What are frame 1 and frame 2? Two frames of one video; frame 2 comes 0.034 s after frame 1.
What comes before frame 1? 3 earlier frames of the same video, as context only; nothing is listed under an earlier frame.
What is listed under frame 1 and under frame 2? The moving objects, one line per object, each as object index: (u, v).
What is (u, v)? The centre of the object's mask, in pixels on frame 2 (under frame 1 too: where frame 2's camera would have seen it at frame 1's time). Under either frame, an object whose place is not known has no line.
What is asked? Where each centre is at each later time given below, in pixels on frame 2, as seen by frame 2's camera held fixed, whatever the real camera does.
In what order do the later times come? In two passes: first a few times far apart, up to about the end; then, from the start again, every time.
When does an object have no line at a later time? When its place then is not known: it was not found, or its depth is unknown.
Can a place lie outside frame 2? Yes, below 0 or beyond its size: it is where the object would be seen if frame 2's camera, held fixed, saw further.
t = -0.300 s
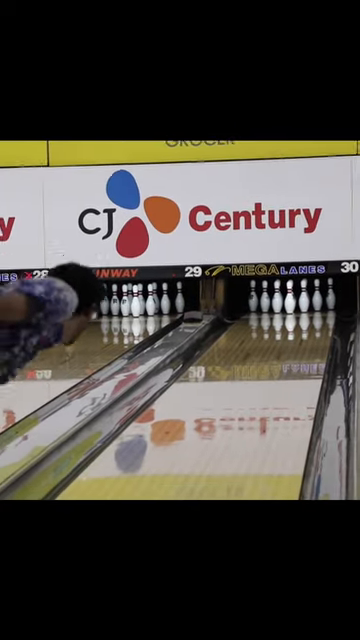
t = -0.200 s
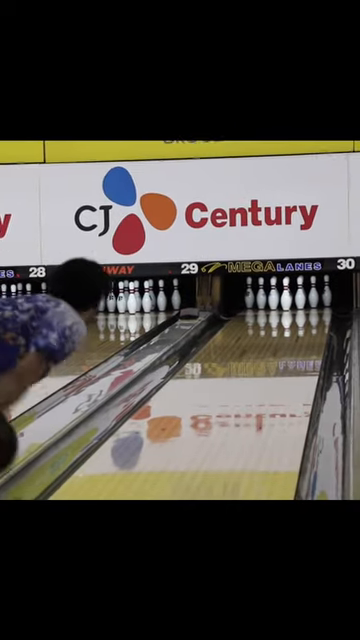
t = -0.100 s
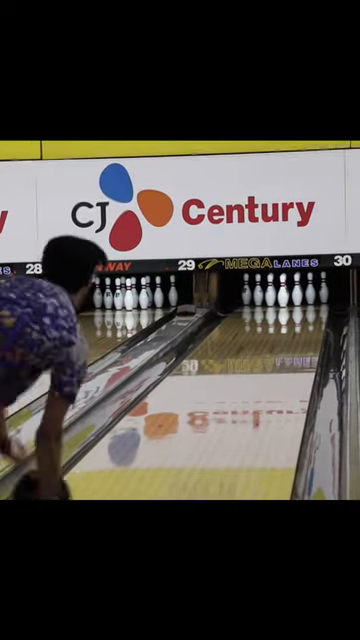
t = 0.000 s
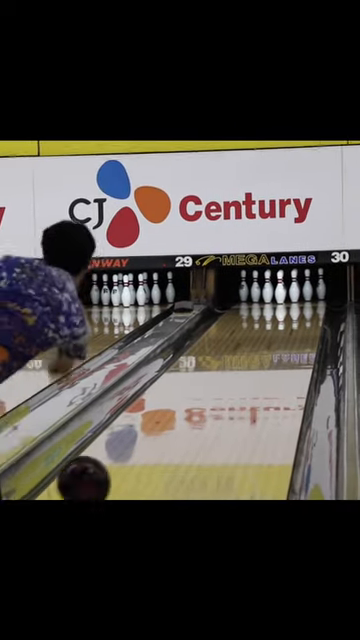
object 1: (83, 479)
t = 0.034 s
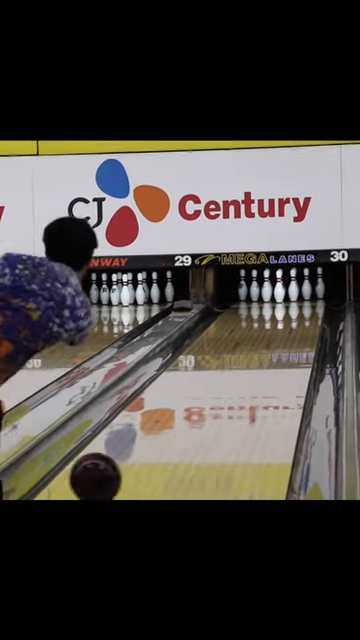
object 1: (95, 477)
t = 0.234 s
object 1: (155, 435)
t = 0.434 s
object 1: (198, 401)
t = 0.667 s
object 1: (235, 372)
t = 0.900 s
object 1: (263, 351)
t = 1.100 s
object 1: (281, 336)
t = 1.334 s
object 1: (295, 321)
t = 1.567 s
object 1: (302, 310)
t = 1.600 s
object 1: (302, 309)
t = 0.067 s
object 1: (107, 472)
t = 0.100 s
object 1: (119, 459)
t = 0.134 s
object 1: (127, 454)
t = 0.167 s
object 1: (137, 448)
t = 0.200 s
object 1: (146, 441)
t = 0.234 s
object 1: (155, 435)
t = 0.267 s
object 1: (163, 429)
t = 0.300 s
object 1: (171, 422)
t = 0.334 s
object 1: (178, 416)
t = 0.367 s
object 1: (185, 411)
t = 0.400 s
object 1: (192, 406)
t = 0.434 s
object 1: (198, 401)
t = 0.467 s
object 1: (204, 396)
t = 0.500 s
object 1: (210, 391)
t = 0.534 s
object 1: (216, 387)
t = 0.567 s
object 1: (221, 383)
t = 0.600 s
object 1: (226, 380)
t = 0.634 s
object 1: (231, 376)
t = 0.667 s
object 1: (235, 372)
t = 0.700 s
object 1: (240, 369)
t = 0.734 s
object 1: (244, 366)
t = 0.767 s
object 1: (248, 362)
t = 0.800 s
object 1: (252, 360)
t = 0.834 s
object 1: (256, 357)
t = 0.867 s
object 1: (259, 354)
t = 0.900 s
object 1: (263, 351)
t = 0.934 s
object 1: (266, 348)
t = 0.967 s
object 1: (269, 345)
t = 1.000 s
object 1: (272, 343)
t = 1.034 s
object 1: (275, 340)
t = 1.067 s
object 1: (278, 338)
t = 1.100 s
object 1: (281, 336)
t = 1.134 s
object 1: (283, 334)
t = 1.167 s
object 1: (285, 332)
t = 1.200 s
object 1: (288, 330)
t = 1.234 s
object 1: (290, 327)
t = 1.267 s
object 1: (292, 325)
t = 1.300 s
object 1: (294, 323)
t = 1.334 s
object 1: (295, 321)
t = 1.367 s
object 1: (296, 320)
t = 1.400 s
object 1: (298, 318)
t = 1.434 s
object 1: (299, 316)
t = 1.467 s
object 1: (300, 314)
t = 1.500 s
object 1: (301, 313)
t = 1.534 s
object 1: (302, 311)
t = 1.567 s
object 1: (302, 310)
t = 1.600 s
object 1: (302, 309)
